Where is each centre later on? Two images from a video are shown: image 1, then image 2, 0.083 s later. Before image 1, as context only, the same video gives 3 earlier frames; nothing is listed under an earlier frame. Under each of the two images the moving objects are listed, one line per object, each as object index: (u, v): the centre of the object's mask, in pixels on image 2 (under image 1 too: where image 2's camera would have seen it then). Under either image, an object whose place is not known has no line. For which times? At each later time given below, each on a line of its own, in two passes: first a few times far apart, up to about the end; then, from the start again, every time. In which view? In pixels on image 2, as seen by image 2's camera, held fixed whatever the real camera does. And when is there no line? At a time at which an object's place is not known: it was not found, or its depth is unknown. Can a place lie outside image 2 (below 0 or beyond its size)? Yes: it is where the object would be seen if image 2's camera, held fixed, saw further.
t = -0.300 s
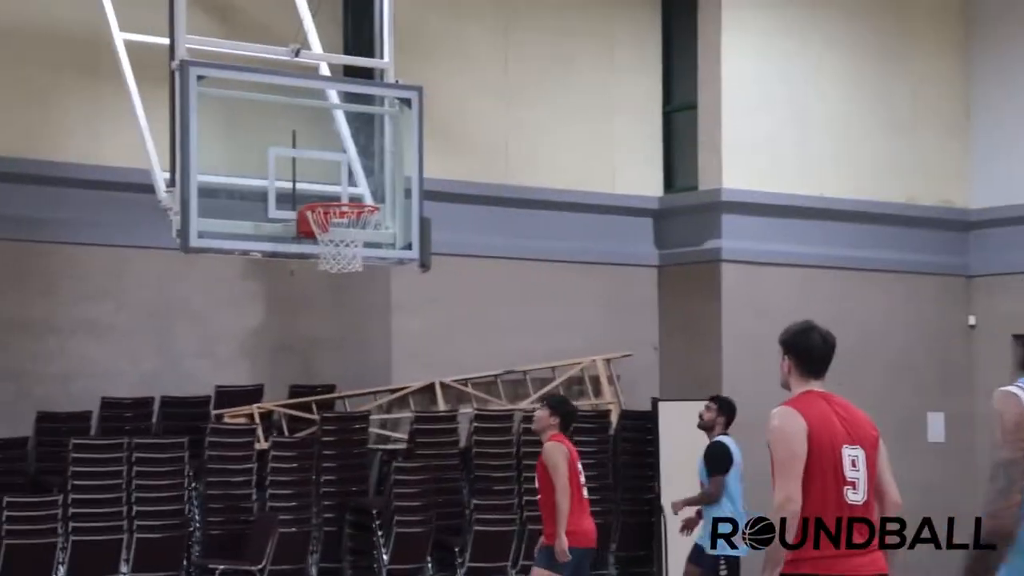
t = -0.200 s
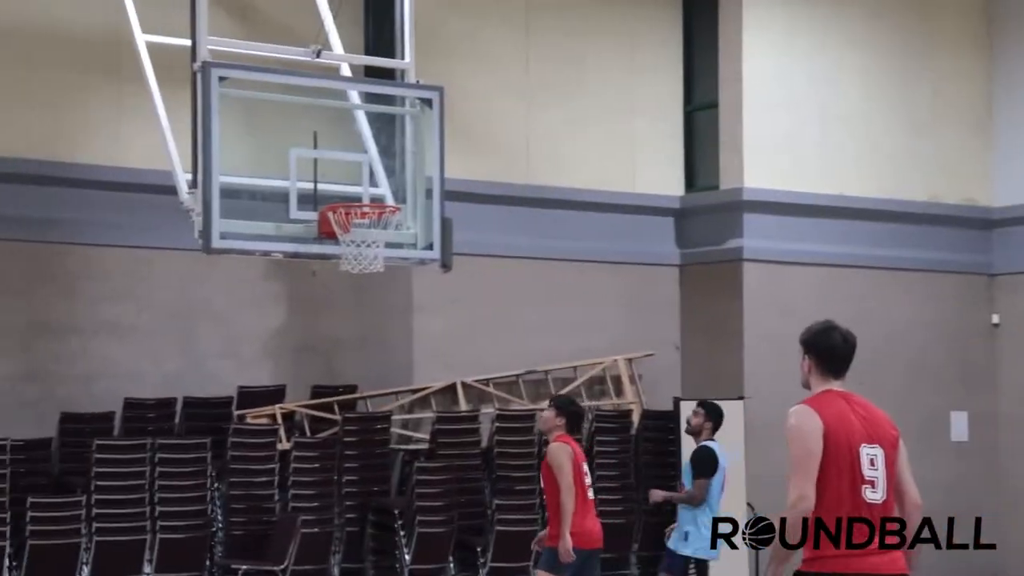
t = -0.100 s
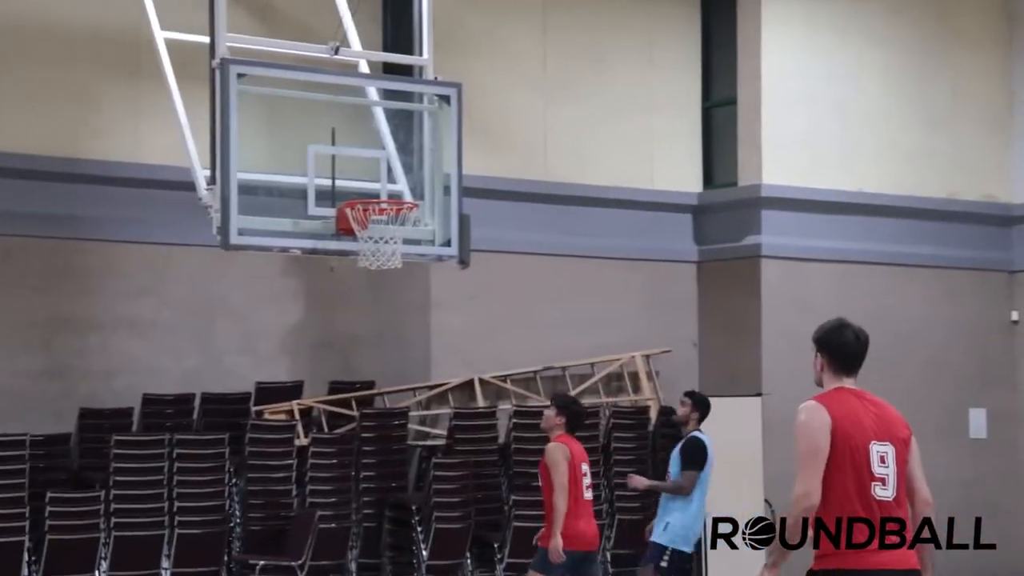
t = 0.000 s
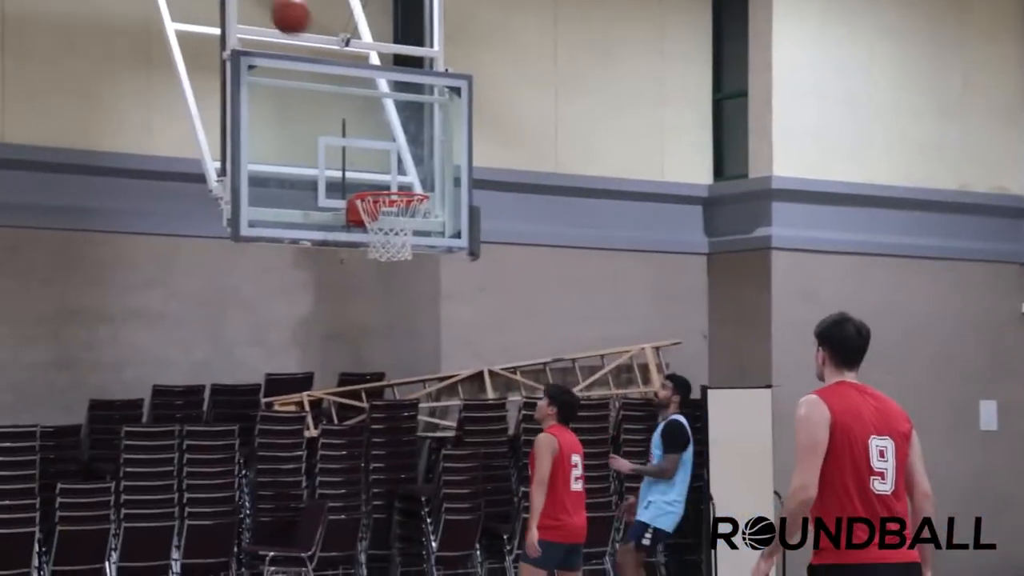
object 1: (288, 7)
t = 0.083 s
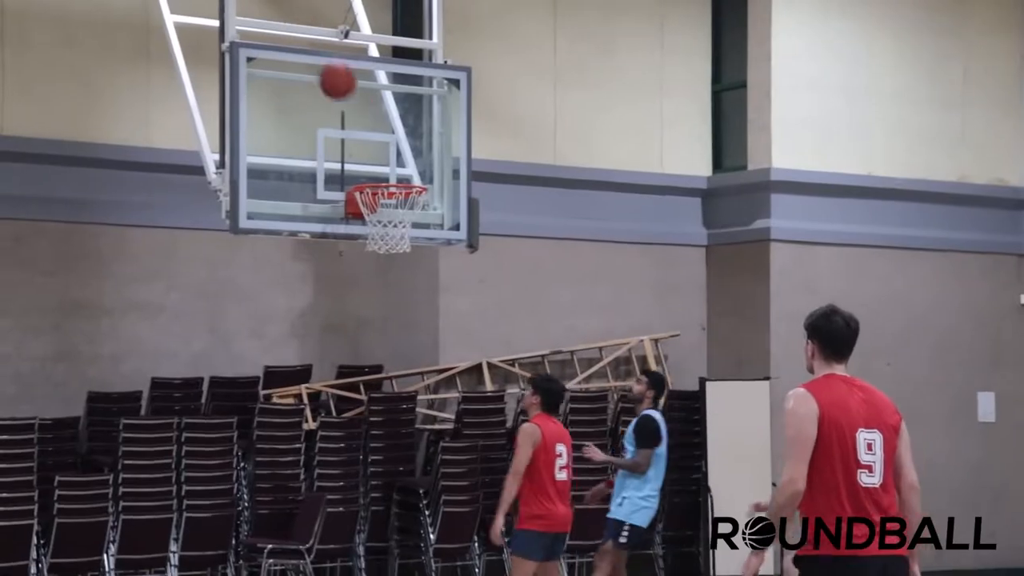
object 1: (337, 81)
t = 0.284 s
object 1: (388, 204)
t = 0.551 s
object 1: (397, 237)
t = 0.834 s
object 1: (419, 350)
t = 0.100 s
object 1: (346, 96)
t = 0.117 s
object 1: (356, 110)
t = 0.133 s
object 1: (365, 126)
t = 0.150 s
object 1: (375, 142)
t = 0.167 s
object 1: (383, 159)
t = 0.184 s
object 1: (392, 173)
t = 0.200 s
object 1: (397, 178)
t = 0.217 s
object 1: (395, 179)
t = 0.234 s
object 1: (392, 180)
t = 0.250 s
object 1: (389, 180)
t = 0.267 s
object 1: (389, 207)
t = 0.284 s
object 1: (388, 204)
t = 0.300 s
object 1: (387, 205)
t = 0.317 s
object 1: (387, 206)
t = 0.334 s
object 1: (387, 235)
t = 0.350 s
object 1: (387, 225)
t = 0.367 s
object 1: (388, 229)
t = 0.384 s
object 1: (388, 228)
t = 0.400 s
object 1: (388, 228)
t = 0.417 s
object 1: (388, 228)
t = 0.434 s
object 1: (389, 226)
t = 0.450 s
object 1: (390, 227)
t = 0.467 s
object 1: (391, 228)
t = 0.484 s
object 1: (393, 229)
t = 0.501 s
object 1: (394, 230)
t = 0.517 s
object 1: (395, 231)
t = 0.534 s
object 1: (396, 234)
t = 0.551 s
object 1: (397, 237)
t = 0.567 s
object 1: (398, 240)
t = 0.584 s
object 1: (399, 244)
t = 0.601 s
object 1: (400, 248)
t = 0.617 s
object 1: (402, 252)
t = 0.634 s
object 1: (404, 257)
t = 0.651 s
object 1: (405, 261)
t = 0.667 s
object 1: (407, 267)
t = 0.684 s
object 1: (408, 273)
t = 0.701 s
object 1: (409, 281)
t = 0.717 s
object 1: (410, 288)
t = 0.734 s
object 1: (411, 296)
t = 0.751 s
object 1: (412, 304)
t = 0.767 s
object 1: (414, 312)
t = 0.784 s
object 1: (415, 321)
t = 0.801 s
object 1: (416, 331)
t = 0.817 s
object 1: (418, 341)
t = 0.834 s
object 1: (419, 350)
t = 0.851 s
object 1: (420, 361)
